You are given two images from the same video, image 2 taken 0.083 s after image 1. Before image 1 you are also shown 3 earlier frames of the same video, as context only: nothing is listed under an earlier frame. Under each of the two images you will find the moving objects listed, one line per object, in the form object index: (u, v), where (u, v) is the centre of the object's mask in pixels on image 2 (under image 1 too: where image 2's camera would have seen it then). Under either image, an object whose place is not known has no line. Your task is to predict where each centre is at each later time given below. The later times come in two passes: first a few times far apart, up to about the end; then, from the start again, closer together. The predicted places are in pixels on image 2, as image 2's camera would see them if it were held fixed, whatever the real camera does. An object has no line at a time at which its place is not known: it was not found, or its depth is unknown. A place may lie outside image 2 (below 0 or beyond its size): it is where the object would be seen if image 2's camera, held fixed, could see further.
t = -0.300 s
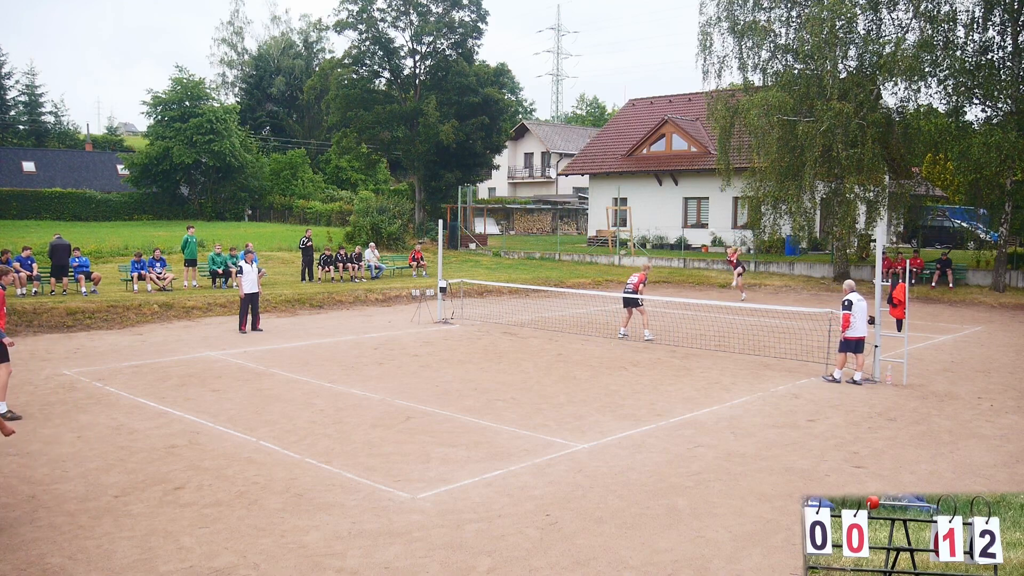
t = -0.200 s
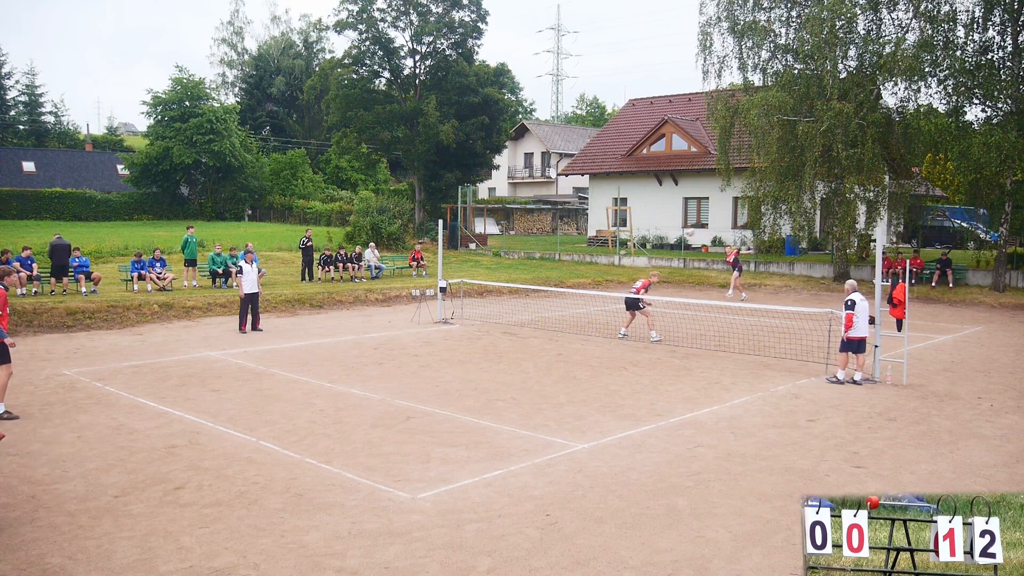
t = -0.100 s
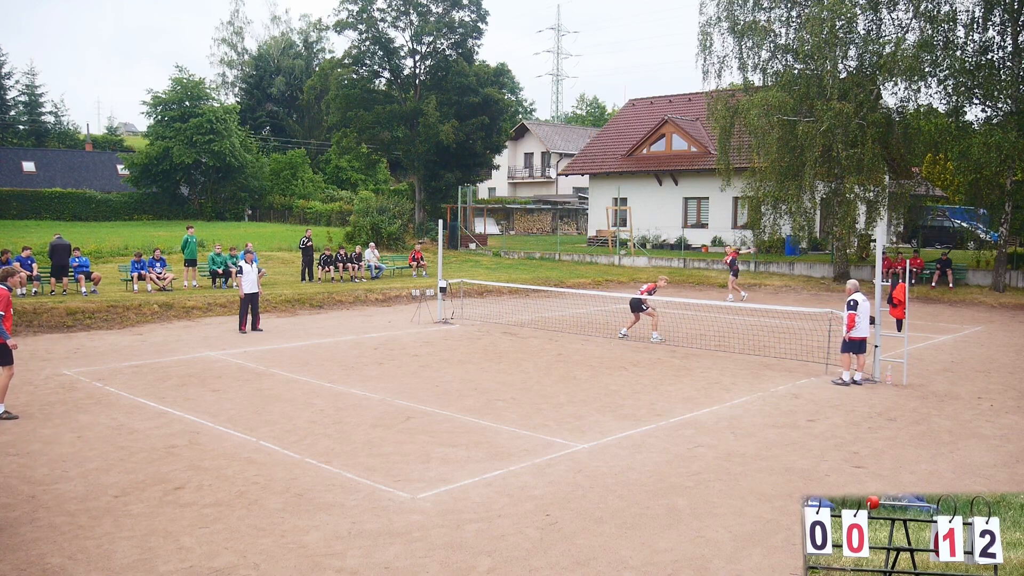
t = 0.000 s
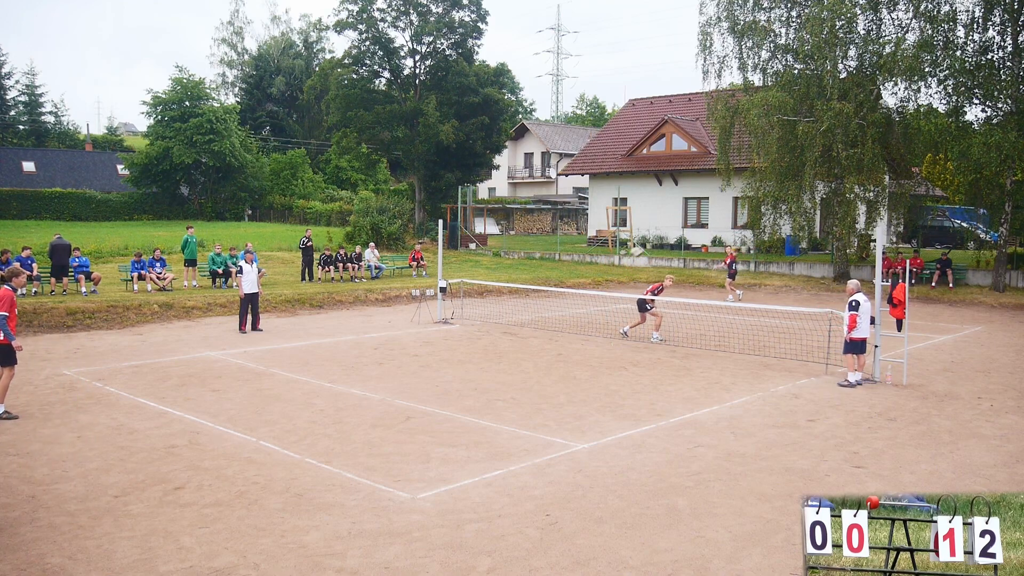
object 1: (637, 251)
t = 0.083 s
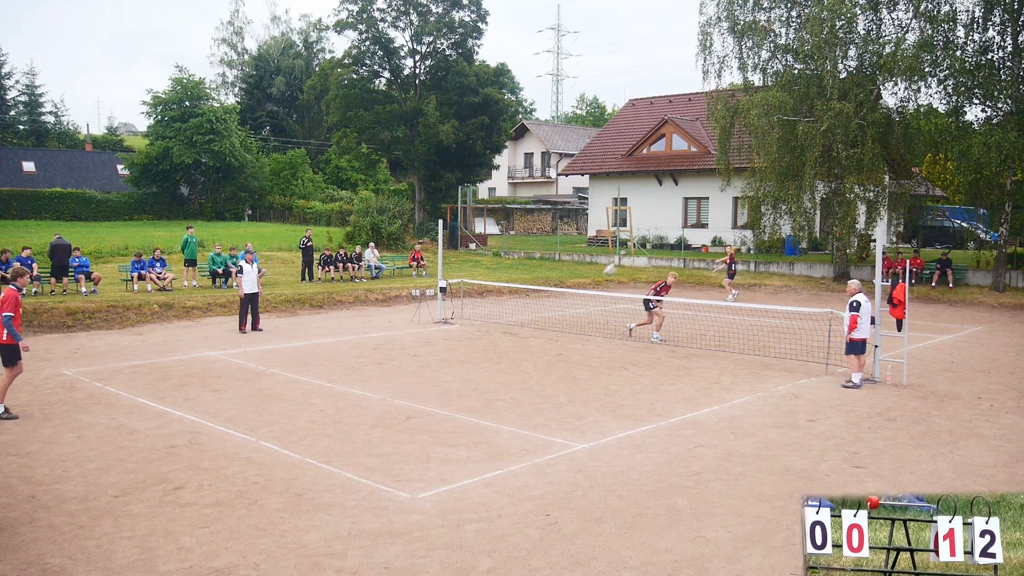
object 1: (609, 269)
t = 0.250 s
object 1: (548, 328)
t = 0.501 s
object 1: (465, 331)
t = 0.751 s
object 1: (377, 298)
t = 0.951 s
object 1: (289, 307)
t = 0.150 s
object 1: (586, 288)
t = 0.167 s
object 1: (580, 295)
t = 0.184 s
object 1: (574, 301)
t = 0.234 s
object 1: (554, 321)
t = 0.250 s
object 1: (548, 328)
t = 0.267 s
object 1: (540, 335)
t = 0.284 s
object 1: (534, 344)
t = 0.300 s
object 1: (527, 352)
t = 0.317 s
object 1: (519, 361)
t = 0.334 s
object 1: (512, 370)
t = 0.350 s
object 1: (506, 370)
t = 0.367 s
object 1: (503, 365)
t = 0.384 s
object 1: (498, 360)
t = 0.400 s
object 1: (493, 355)
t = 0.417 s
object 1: (489, 351)
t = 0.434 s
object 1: (484, 346)
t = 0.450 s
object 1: (479, 343)
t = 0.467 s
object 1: (475, 338)
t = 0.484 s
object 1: (470, 335)
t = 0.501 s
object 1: (465, 331)
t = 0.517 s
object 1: (460, 329)
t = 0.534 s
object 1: (454, 324)
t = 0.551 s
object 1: (449, 321)
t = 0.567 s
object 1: (444, 319)
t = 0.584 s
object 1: (438, 315)
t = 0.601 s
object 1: (432, 314)
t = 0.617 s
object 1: (427, 311)
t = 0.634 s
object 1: (421, 308)
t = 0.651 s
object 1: (416, 307)
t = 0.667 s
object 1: (409, 304)
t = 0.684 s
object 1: (402, 302)
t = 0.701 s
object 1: (397, 301)
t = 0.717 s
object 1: (391, 299)
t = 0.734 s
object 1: (384, 298)
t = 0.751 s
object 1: (377, 298)
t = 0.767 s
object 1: (370, 297)
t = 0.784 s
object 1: (364, 297)
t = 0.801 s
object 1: (357, 297)
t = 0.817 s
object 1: (350, 296)
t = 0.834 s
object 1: (342, 297)
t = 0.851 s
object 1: (335, 297)
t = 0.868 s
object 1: (328, 298)
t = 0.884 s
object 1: (320, 299)
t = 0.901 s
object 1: (312, 300)
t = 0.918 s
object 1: (304, 302)
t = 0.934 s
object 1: (296, 305)
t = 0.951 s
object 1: (289, 307)
